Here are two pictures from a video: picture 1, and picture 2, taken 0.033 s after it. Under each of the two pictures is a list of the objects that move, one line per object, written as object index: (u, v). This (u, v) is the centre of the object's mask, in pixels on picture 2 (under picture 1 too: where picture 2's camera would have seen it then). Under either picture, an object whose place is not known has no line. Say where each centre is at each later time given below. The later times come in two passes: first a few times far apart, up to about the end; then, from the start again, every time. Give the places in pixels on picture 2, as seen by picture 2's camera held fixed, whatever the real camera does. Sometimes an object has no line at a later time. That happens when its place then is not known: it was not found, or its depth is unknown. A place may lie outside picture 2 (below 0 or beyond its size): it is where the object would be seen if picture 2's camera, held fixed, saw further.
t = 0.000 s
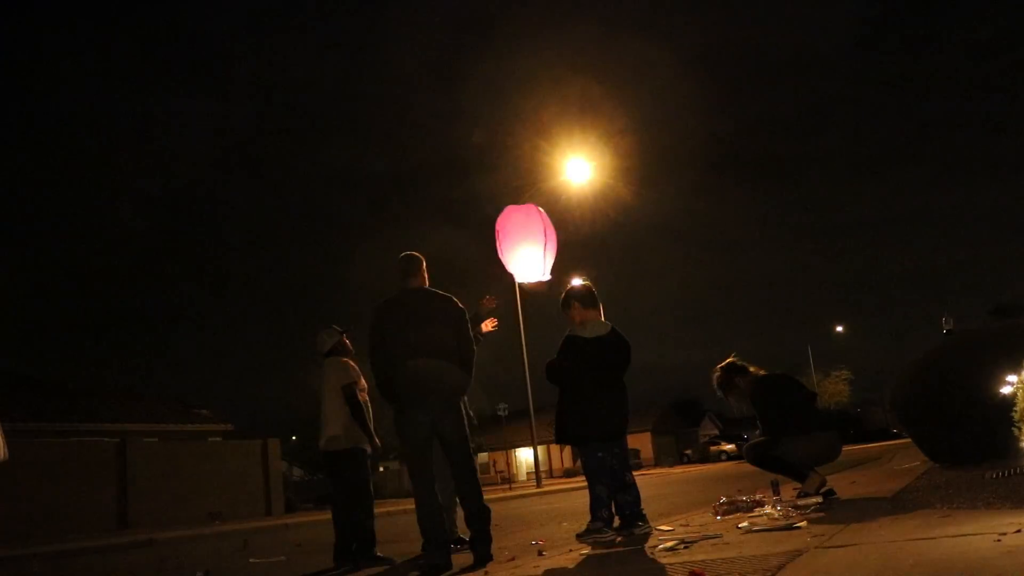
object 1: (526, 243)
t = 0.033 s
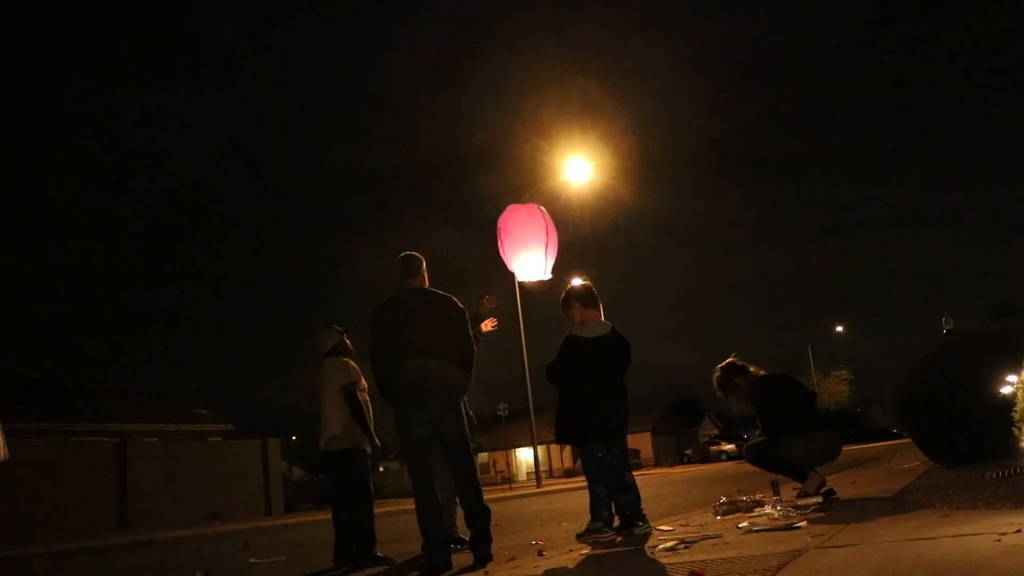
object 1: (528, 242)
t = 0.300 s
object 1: (539, 233)
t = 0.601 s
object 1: (551, 222)
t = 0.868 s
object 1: (561, 212)
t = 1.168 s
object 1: (572, 195)
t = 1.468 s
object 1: (580, 181)
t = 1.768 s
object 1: (586, 165)
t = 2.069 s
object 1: (591, 149)
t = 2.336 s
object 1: (591, 139)
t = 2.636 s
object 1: (594, 118)
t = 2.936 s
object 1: (594, 102)
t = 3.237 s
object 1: (593, 87)
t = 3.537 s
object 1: (590, 73)
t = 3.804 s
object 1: (588, 61)
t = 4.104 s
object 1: (587, 48)
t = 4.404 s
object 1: (586, 36)
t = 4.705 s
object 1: (586, 26)
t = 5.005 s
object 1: (587, 20)
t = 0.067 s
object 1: (529, 240)
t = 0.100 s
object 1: (530, 240)
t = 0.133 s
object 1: (532, 238)
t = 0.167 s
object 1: (533, 237)
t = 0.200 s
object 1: (535, 236)
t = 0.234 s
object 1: (536, 235)
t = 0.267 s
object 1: (538, 234)
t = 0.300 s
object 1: (539, 233)
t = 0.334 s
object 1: (540, 232)
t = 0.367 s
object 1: (542, 231)
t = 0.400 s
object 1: (543, 229)
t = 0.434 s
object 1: (545, 228)
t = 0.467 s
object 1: (546, 227)
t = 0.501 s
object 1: (547, 226)
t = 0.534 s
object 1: (549, 224)
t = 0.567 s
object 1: (550, 223)
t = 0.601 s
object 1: (551, 222)
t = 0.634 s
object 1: (553, 221)
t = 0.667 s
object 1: (554, 220)
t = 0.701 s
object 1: (555, 218)
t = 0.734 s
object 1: (557, 217)
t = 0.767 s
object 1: (558, 216)
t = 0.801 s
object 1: (559, 215)
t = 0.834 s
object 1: (560, 213)
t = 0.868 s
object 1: (561, 212)
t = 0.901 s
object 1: (563, 210)
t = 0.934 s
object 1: (565, 206)
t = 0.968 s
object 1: (565, 205)
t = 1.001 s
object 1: (567, 203)
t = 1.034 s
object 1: (568, 202)
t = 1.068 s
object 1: (569, 200)
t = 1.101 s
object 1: (570, 199)
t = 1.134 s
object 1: (571, 197)
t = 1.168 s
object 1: (572, 195)
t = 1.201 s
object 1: (573, 194)
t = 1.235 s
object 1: (574, 192)
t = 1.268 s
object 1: (575, 190)
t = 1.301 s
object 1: (576, 189)
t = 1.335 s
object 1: (576, 187)
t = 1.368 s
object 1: (577, 185)
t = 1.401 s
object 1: (578, 184)
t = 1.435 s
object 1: (579, 182)
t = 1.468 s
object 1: (580, 181)
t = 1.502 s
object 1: (581, 179)
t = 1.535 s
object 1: (582, 177)
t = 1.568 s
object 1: (582, 175)
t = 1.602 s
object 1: (583, 174)
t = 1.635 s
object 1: (584, 172)
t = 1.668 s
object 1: (584, 170)
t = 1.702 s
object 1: (585, 168)
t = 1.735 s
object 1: (586, 167)
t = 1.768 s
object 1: (586, 165)
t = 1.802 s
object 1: (587, 163)
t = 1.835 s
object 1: (587, 161)
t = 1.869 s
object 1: (588, 159)
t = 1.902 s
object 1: (589, 158)
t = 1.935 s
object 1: (589, 156)
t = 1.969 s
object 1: (590, 154)
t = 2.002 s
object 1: (590, 152)
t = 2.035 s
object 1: (590, 150)
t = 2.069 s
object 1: (591, 149)
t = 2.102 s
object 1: (591, 147)
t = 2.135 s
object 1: (591, 145)
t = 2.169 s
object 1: (591, 144)
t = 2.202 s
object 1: (591, 144)
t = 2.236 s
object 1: (591, 143)
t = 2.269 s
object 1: (591, 141)
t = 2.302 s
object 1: (591, 140)
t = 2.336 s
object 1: (591, 139)
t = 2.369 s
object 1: (594, 132)
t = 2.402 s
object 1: (594, 130)
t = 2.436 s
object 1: (594, 129)
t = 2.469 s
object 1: (594, 127)
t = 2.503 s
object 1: (594, 125)
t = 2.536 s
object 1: (594, 123)
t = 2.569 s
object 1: (594, 121)
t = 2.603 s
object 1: (594, 119)
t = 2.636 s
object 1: (594, 118)
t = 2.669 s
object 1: (594, 116)
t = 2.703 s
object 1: (594, 114)
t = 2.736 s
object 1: (594, 112)
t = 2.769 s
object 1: (594, 111)
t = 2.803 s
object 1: (594, 109)
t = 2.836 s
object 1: (594, 107)
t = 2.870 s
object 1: (594, 106)
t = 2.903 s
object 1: (594, 104)
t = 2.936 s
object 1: (594, 102)
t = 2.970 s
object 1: (594, 101)
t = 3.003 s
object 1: (594, 99)
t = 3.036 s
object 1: (594, 97)
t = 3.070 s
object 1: (593, 96)
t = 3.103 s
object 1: (593, 94)
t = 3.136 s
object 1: (593, 92)
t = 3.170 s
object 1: (593, 91)
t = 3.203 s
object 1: (593, 89)
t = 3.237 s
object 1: (593, 87)
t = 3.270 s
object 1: (592, 86)
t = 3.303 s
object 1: (592, 84)
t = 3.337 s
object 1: (592, 83)
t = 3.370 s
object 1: (592, 81)
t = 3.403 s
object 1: (591, 79)
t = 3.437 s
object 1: (591, 78)
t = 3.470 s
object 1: (591, 76)
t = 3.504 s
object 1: (591, 75)
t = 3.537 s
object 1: (590, 73)
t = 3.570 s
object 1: (590, 72)
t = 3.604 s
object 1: (590, 70)
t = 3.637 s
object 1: (590, 68)
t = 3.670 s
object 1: (589, 67)
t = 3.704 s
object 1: (589, 65)
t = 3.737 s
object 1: (589, 64)
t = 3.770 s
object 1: (589, 62)
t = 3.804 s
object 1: (588, 61)
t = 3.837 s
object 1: (588, 59)
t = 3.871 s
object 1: (588, 58)
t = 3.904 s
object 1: (588, 56)
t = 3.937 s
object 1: (587, 55)
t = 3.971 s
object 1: (587, 53)
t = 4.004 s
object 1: (587, 52)
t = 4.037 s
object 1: (587, 51)
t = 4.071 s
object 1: (587, 49)
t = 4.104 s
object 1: (587, 48)
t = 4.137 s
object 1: (586, 46)
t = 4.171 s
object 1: (586, 45)
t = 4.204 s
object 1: (586, 44)
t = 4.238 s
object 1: (586, 42)
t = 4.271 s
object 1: (586, 41)
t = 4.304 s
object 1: (586, 40)
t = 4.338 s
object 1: (586, 38)
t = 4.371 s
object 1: (586, 37)
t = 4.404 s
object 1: (586, 36)
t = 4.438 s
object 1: (586, 35)
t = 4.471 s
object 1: (586, 34)
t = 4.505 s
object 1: (586, 33)
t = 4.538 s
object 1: (586, 31)
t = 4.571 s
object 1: (586, 30)
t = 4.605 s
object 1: (586, 29)
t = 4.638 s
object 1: (586, 28)
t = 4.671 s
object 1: (586, 27)
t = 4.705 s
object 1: (586, 26)
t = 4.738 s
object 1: (586, 25)
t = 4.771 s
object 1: (586, 25)
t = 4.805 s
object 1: (586, 24)
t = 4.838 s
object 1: (586, 23)
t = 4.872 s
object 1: (587, 22)
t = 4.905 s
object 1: (587, 22)
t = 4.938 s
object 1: (587, 21)
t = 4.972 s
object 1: (587, 20)
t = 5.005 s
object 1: (587, 20)
